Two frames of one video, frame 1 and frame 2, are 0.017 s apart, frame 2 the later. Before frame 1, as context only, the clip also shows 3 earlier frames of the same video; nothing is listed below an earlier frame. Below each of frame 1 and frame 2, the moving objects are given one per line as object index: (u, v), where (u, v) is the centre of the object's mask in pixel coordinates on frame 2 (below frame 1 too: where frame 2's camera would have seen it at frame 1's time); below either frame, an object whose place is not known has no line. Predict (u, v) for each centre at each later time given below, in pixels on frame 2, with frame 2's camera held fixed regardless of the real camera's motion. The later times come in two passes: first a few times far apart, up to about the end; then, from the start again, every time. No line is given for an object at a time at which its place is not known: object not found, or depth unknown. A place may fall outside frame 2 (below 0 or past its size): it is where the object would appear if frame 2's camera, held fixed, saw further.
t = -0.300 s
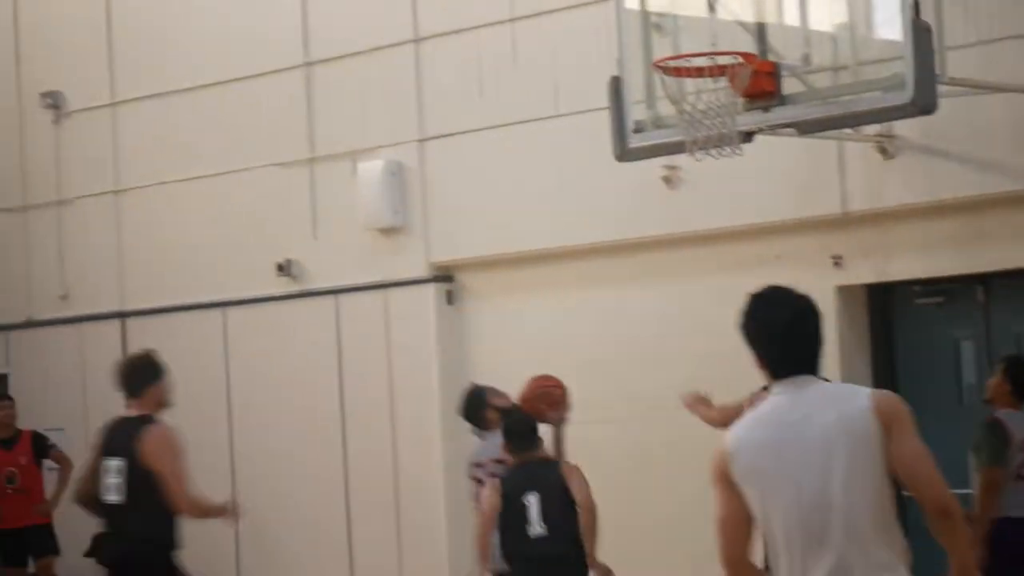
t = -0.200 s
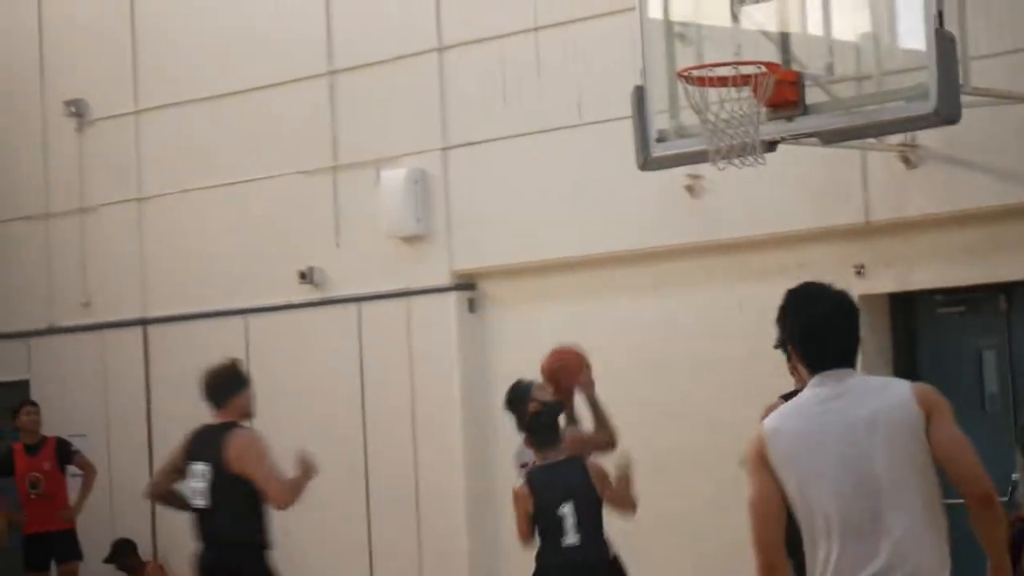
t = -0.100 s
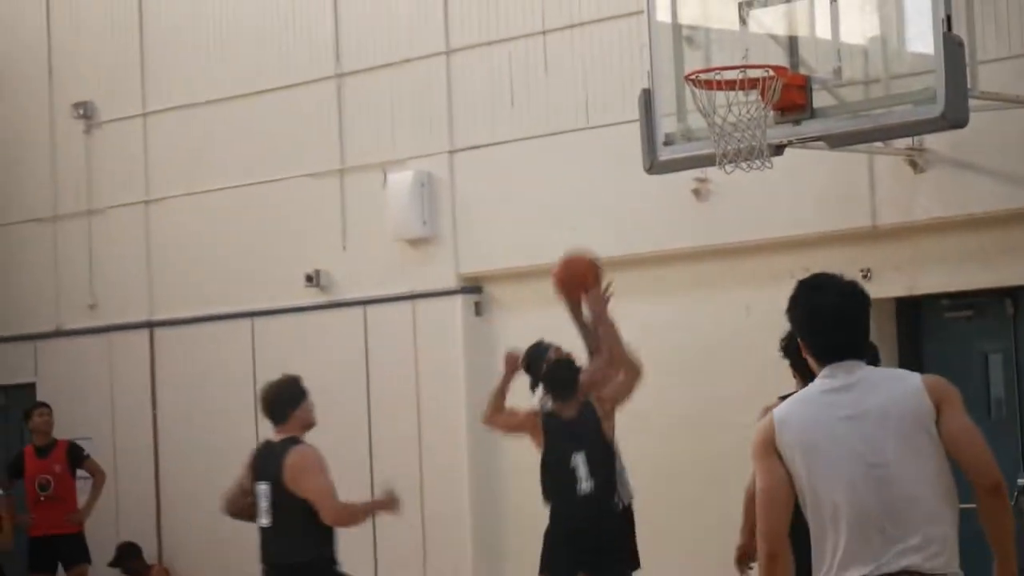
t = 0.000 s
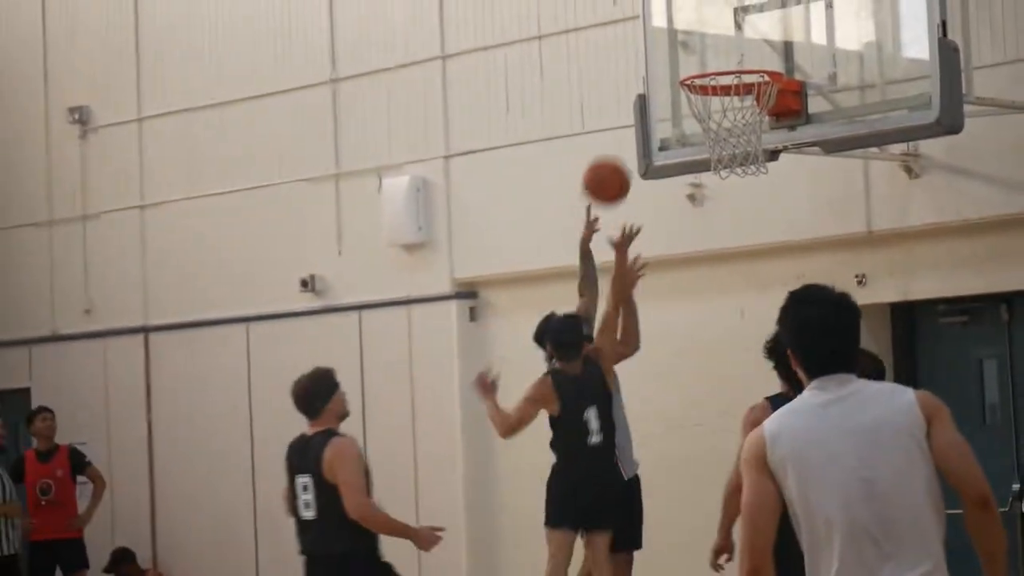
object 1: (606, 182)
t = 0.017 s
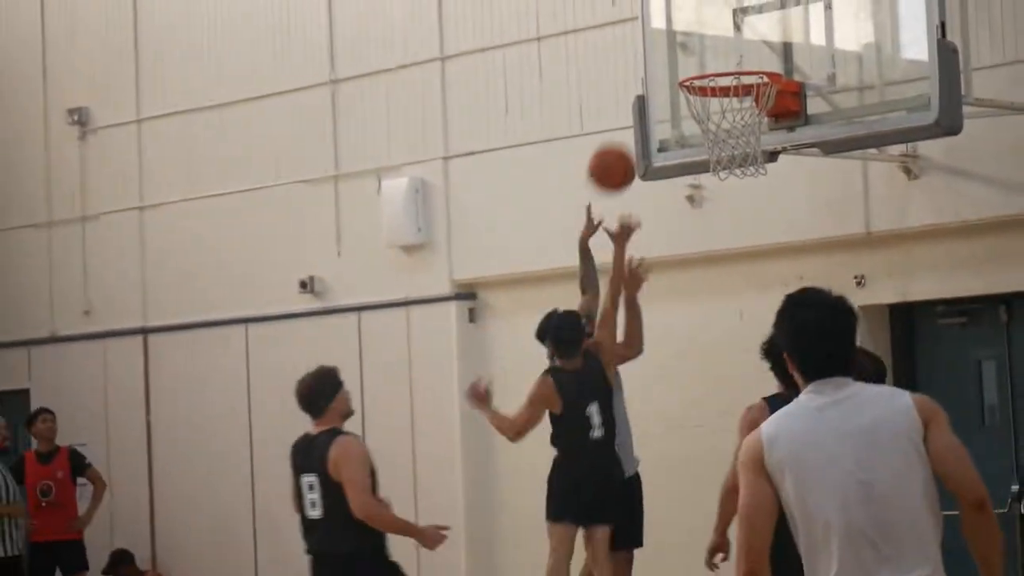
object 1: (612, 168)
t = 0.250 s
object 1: (706, 24)
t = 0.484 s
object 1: (702, 17)
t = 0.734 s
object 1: (745, 91)
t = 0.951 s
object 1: (764, 126)
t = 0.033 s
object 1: (618, 155)
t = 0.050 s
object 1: (625, 141)
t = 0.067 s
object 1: (632, 129)
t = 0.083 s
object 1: (638, 116)
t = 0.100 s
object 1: (645, 104)
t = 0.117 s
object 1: (652, 93)
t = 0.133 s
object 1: (659, 82)
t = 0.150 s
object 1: (665, 72)
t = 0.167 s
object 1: (673, 62)
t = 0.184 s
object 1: (680, 53)
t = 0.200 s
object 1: (687, 45)
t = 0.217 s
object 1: (694, 37)
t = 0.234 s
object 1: (701, 30)
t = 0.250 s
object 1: (706, 24)
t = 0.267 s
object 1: (706, 20)
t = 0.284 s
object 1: (706, 16)
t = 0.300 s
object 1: (705, 13)
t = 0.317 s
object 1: (705, 11)
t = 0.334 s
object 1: (705, 9)
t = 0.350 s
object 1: (704, 7)
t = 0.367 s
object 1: (704, 7)
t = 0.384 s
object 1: (703, 6)
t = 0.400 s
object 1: (703, 6)
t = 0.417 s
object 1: (703, 7)
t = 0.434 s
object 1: (703, 9)
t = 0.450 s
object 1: (702, 11)
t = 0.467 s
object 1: (702, 13)
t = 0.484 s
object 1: (702, 17)
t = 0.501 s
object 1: (702, 20)
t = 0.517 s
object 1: (701, 25)
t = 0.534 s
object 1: (701, 30)
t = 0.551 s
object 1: (701, 35)
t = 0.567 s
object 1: (701, 41)
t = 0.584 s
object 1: (701, 48)
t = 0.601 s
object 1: (701, 54)
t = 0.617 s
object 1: (700, 58)
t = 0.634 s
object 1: (704, 61)
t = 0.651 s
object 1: (711, 61)
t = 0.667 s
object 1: (718, 62)
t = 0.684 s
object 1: (725, 63)
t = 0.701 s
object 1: (730, 79)
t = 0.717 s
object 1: (737, 84)
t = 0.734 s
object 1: (745, 91)
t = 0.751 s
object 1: (752, 97)
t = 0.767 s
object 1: (758, 101)
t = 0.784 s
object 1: (761, 104)
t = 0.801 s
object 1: (763, 106)
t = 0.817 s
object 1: (764, 108)
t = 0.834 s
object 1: (766, 110)
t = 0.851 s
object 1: (766, 111)
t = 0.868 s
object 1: (767, 113)
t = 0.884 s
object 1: (767, 115)
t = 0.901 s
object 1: (766, 117)
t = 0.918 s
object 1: (766, 118)
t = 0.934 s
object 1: (765, 120)
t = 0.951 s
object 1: (764, 126)
